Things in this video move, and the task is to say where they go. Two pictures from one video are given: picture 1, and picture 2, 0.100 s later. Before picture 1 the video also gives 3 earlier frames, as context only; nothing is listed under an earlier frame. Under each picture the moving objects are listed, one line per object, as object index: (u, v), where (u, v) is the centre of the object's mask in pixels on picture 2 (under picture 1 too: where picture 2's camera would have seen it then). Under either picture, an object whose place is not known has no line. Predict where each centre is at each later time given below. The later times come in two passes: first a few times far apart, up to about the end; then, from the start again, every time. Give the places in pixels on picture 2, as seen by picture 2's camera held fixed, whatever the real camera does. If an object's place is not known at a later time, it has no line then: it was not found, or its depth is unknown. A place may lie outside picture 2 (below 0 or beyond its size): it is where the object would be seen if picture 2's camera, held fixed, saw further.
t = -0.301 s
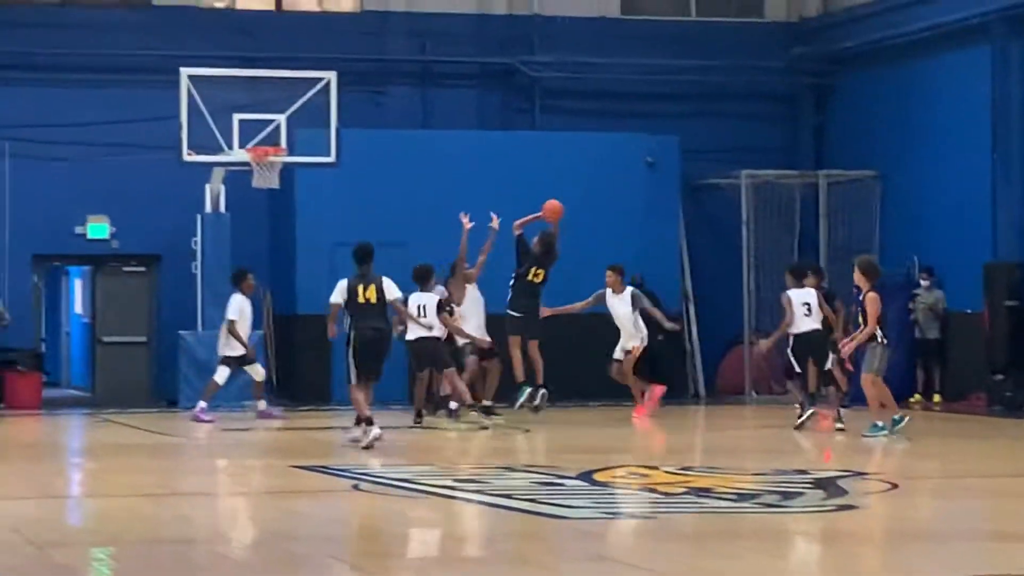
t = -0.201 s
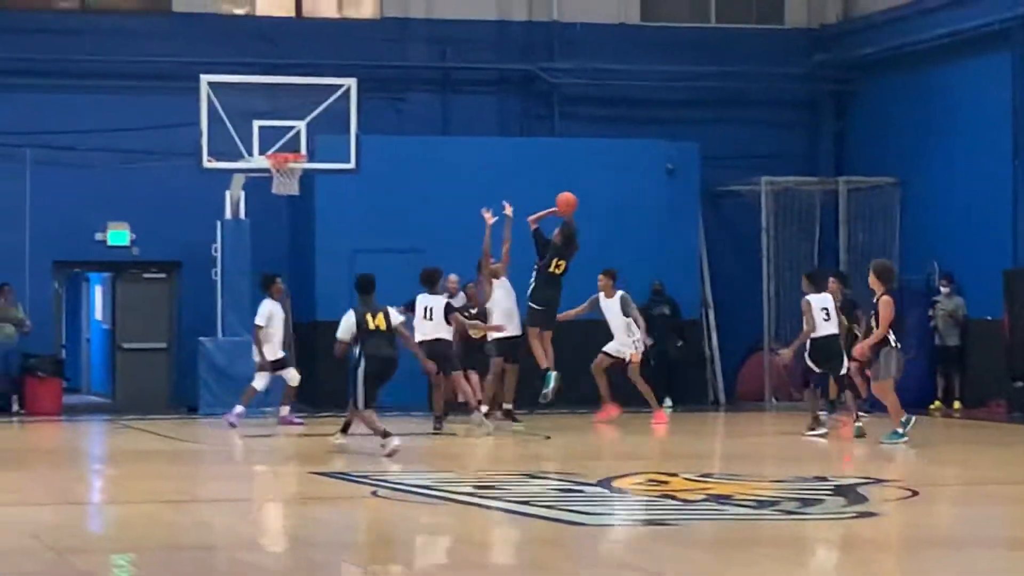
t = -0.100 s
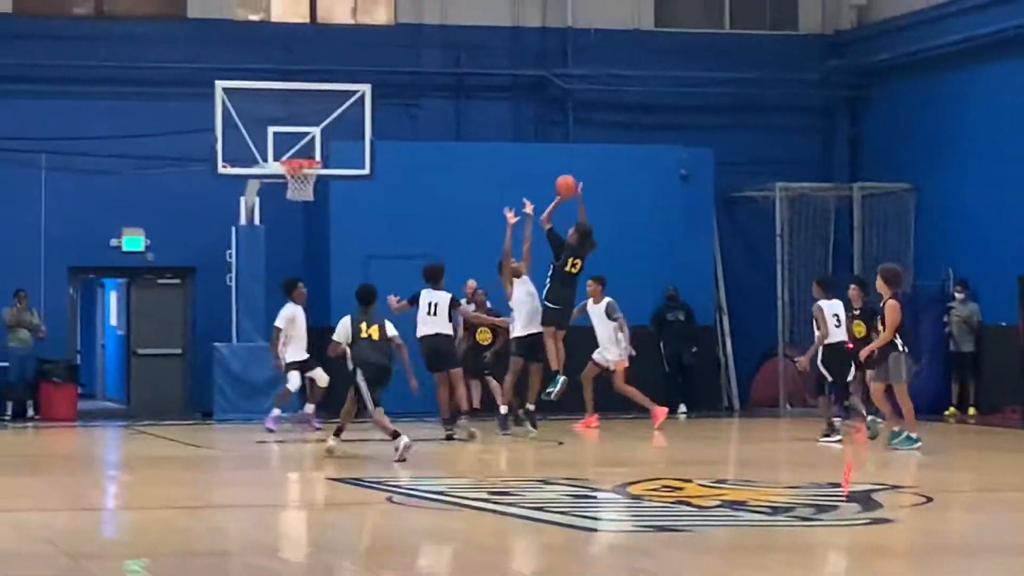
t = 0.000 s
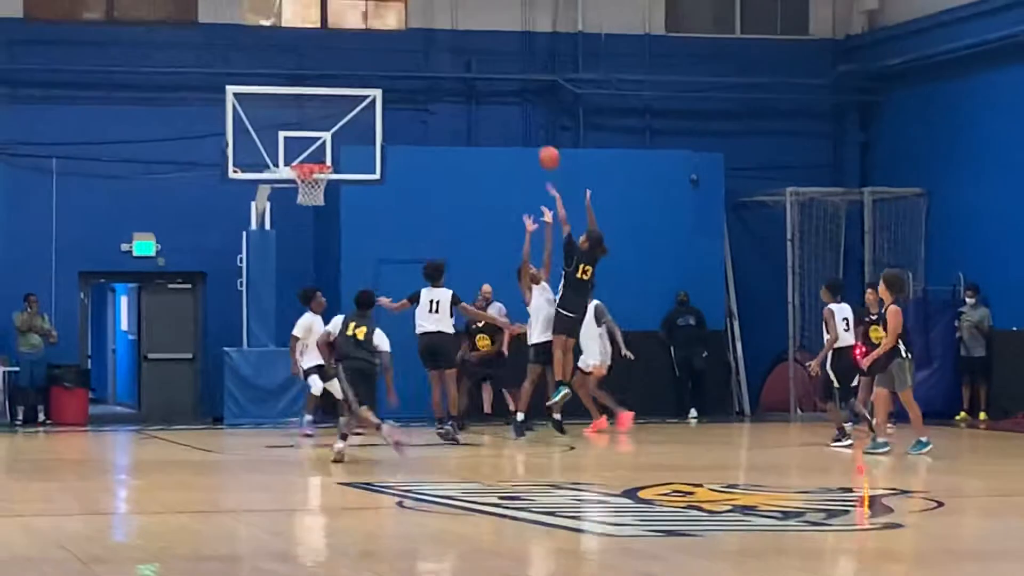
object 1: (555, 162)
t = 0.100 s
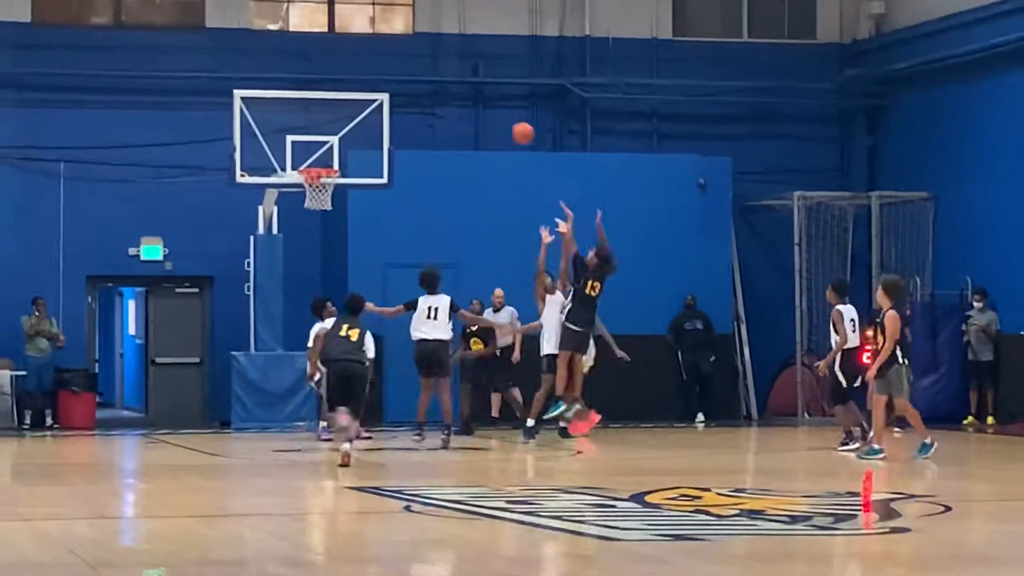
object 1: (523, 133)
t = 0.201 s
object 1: (490, 114)
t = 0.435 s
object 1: (419, 105)
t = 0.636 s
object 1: (361, 133)
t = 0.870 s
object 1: (302, 192)
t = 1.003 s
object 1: (297, 207)
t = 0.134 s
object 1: (511, 126)
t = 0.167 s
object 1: (501, 120)
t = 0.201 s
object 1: (490, 114)
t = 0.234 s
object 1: (480, 110)
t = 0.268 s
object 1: (469, 106)
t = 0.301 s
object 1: (459, 104)
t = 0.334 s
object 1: (448, 102)
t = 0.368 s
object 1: (438, 103)
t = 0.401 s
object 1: (428, 103)
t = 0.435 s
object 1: (419, 105)
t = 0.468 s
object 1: (410, 107)
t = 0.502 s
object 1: (399, 111)
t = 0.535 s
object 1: (390, 115)
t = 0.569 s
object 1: (379, 120)
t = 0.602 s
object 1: (370, 126)
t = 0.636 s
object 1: (361, 133)
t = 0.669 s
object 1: (351, 141)
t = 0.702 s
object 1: (342, 150)
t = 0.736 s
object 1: (332, 159)
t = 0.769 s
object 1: (324, 164)
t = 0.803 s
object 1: (315, 180)
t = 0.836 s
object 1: (308, 189)
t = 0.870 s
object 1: (302, 192)
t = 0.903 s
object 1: (302, 194)
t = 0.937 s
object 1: (301, 198)
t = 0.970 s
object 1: (299, 201)
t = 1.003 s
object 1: (297, 207)
